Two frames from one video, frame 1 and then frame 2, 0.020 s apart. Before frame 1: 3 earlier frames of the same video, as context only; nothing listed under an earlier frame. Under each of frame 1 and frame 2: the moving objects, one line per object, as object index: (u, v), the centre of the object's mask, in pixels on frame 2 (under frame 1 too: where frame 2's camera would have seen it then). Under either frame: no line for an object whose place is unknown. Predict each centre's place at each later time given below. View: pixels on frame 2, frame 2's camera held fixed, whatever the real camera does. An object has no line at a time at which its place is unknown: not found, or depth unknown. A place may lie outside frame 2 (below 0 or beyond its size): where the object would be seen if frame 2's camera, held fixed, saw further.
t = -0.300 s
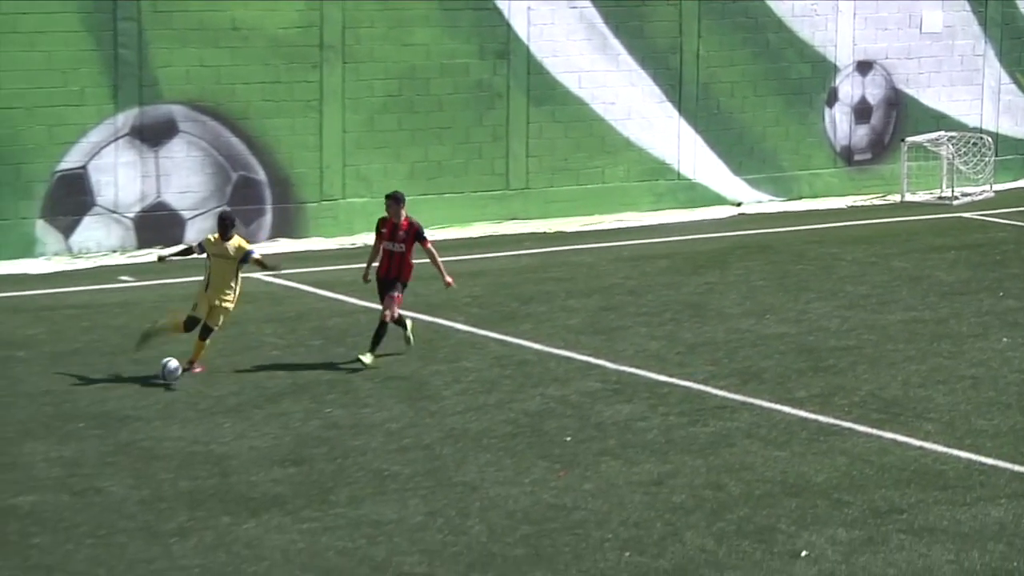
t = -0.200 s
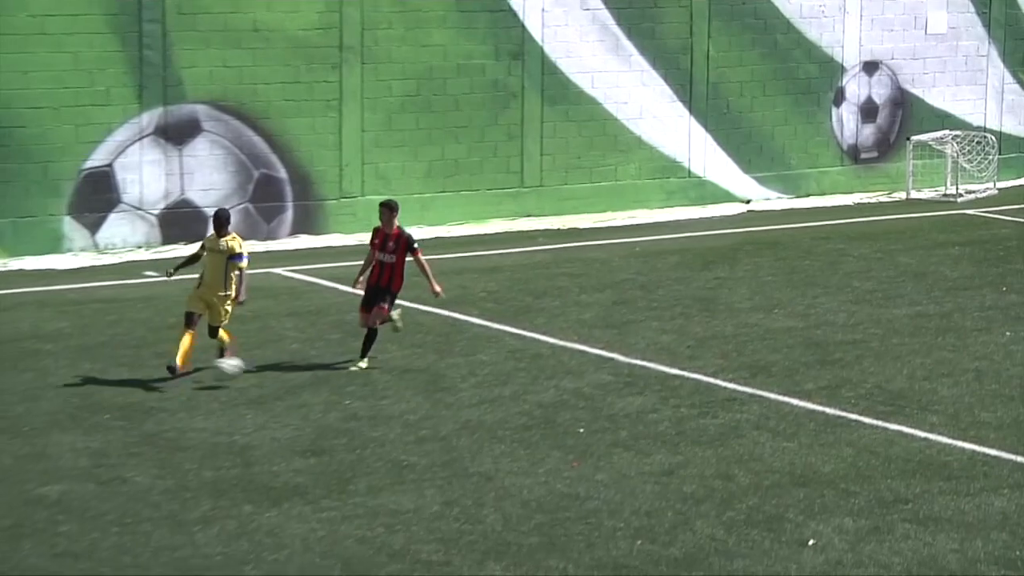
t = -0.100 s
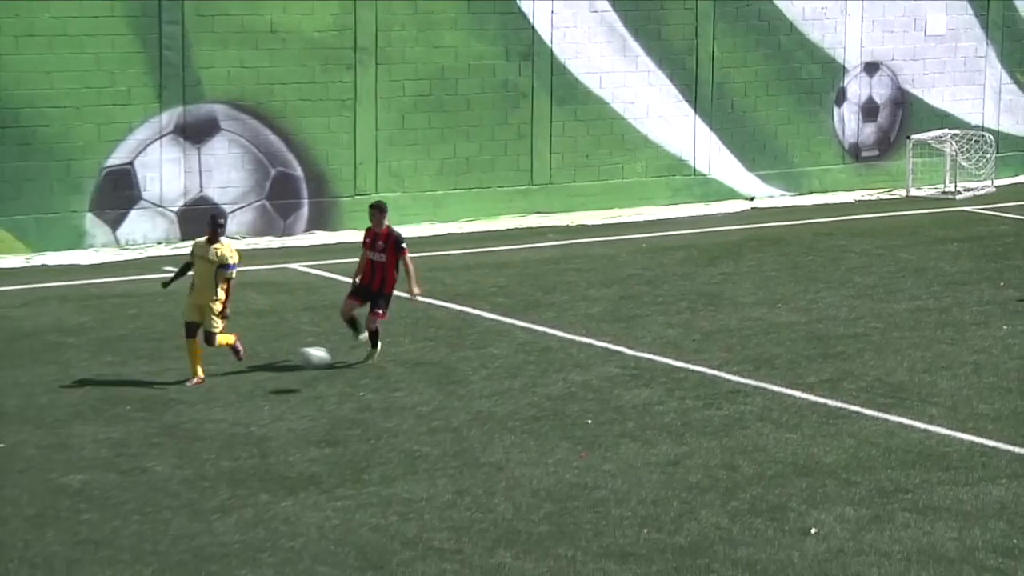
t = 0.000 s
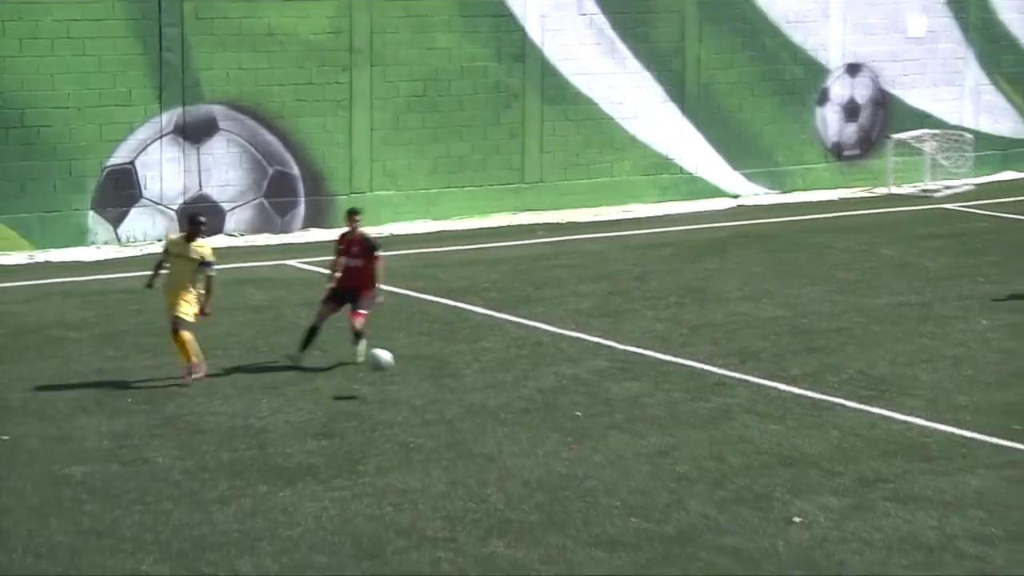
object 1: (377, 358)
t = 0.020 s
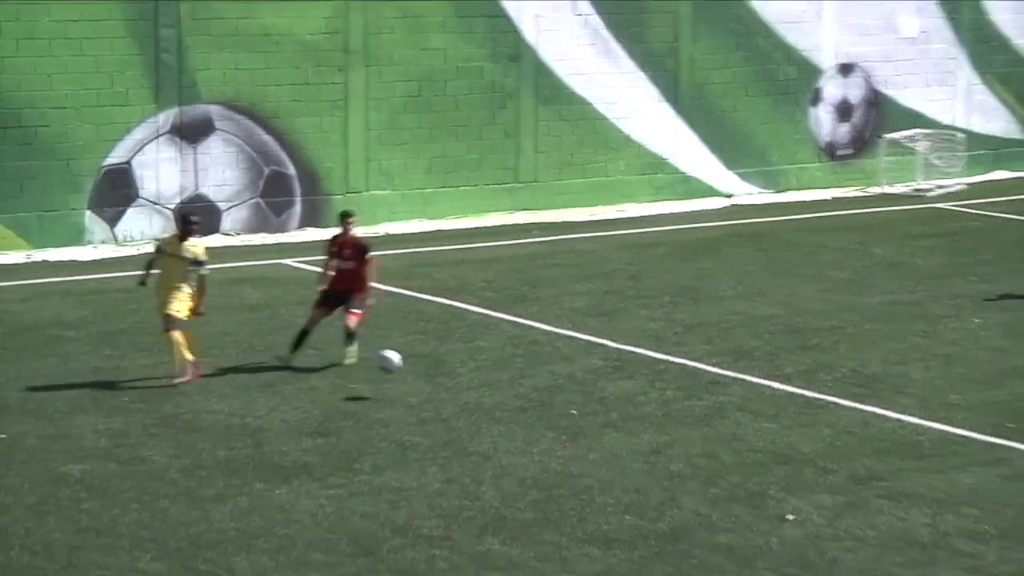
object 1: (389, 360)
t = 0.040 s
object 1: (403, 364)
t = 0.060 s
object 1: (417, 368)
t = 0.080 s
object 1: (431, 373)
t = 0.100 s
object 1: (445, 377)
